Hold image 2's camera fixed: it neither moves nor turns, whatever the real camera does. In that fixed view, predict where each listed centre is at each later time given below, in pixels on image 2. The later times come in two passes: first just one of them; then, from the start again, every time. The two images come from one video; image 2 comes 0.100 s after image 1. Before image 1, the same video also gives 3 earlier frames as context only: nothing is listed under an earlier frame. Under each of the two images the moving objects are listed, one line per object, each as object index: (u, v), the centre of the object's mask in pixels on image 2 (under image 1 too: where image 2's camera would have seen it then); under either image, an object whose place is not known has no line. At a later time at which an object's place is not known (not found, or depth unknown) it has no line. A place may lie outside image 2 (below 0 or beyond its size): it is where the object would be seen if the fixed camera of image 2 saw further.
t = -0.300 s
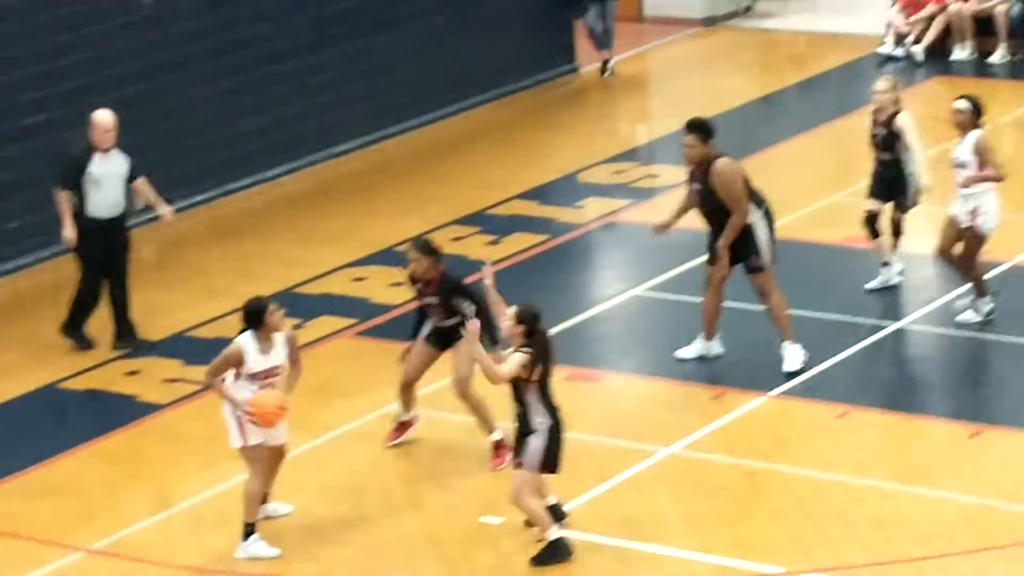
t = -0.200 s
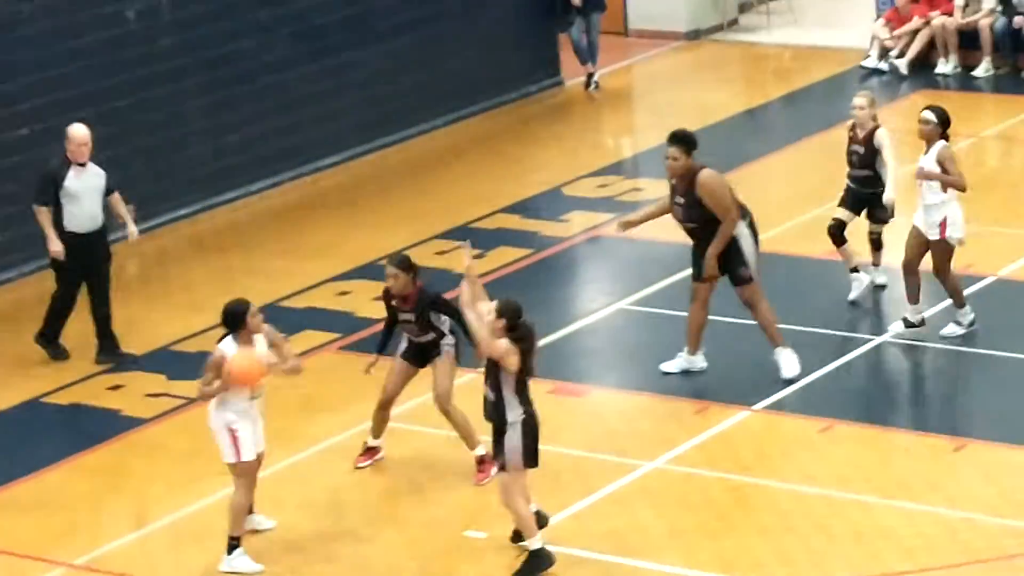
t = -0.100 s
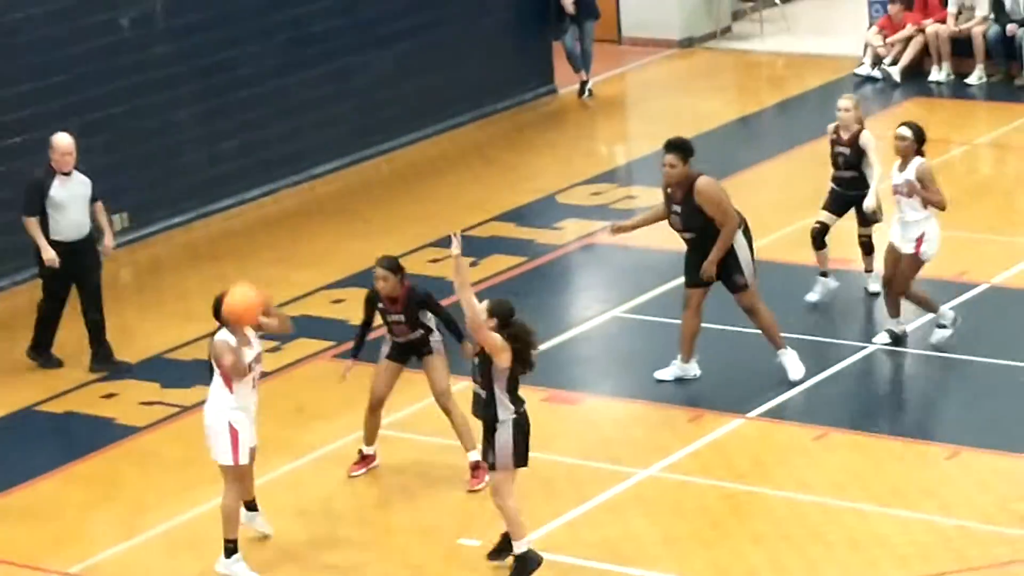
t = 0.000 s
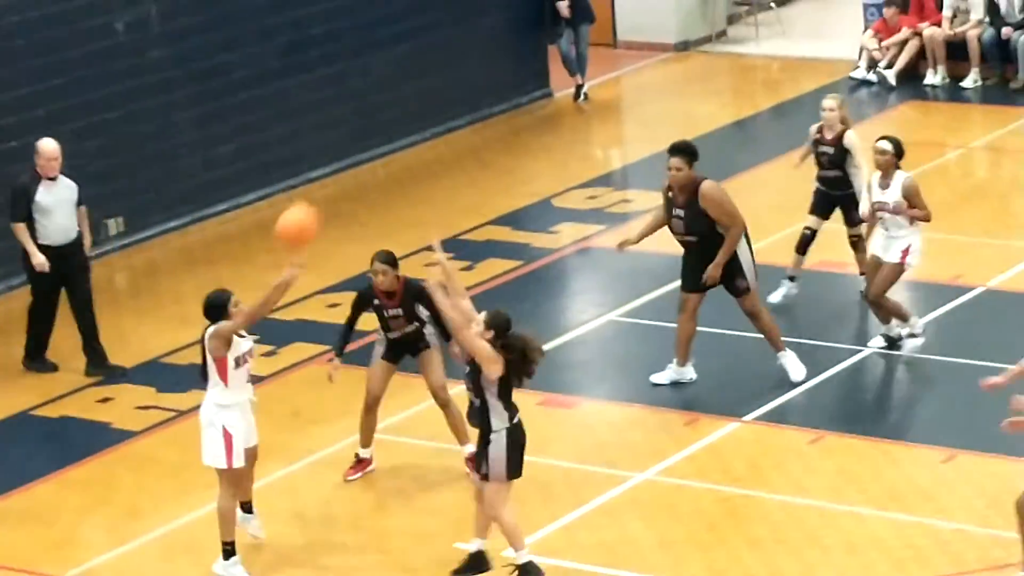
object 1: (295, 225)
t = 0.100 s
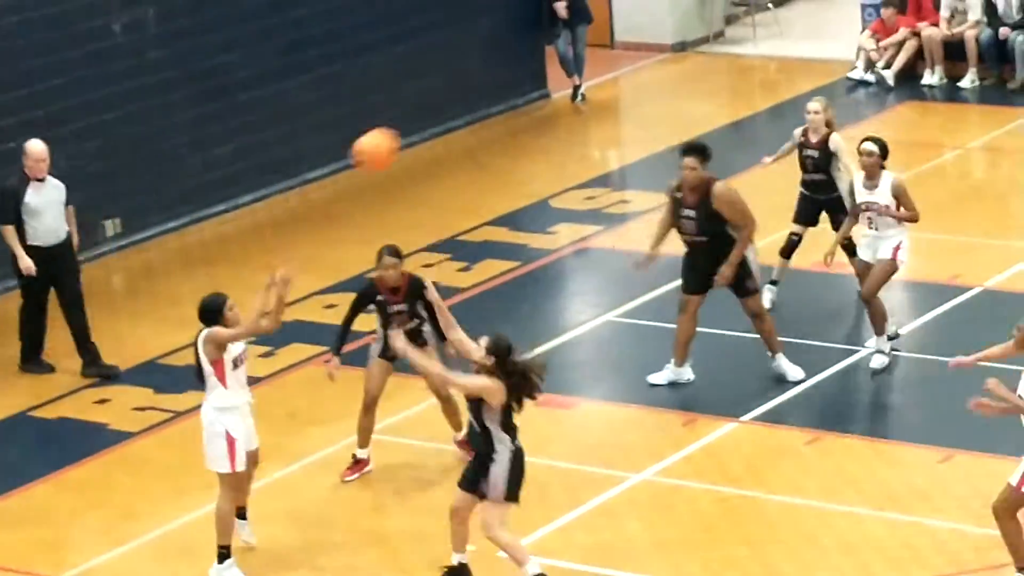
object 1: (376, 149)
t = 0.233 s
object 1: (490, 73)
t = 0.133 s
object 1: (404, 128)
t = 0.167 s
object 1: (433, 108)
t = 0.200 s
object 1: (461, 90)
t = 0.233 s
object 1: (490, 73)
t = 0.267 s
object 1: (519, 57)
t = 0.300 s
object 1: (549, 43)
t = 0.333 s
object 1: (576, 32)
